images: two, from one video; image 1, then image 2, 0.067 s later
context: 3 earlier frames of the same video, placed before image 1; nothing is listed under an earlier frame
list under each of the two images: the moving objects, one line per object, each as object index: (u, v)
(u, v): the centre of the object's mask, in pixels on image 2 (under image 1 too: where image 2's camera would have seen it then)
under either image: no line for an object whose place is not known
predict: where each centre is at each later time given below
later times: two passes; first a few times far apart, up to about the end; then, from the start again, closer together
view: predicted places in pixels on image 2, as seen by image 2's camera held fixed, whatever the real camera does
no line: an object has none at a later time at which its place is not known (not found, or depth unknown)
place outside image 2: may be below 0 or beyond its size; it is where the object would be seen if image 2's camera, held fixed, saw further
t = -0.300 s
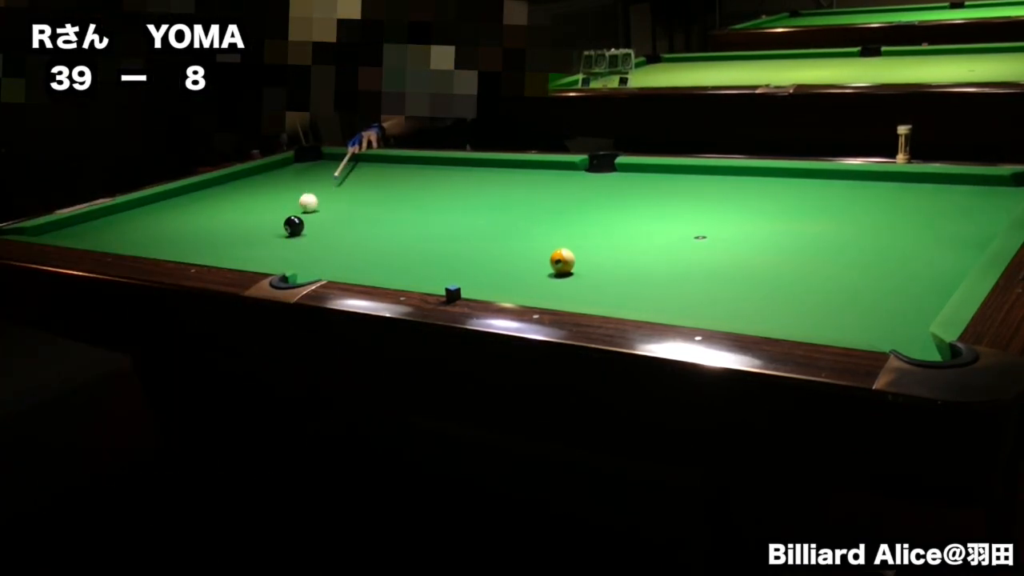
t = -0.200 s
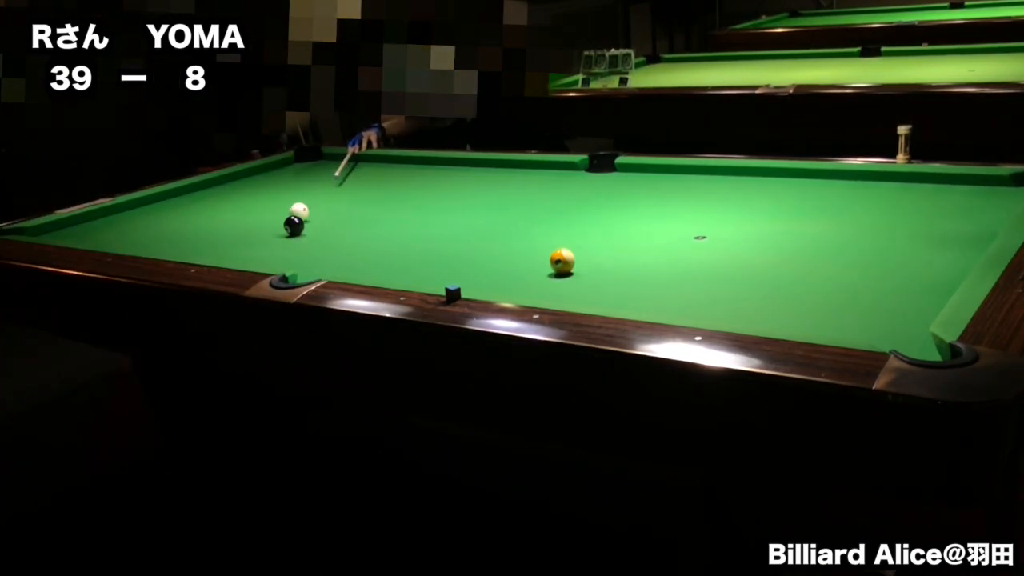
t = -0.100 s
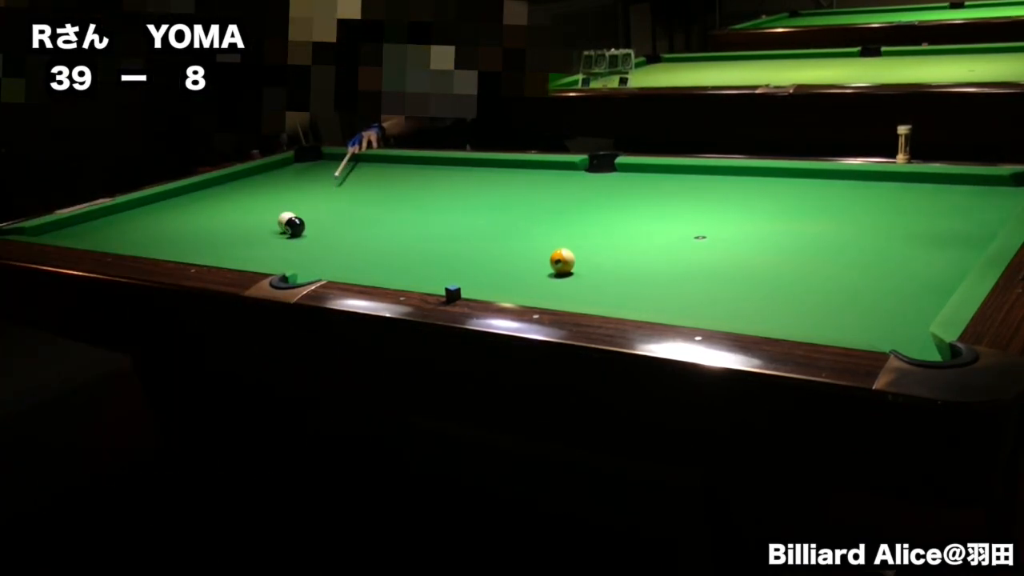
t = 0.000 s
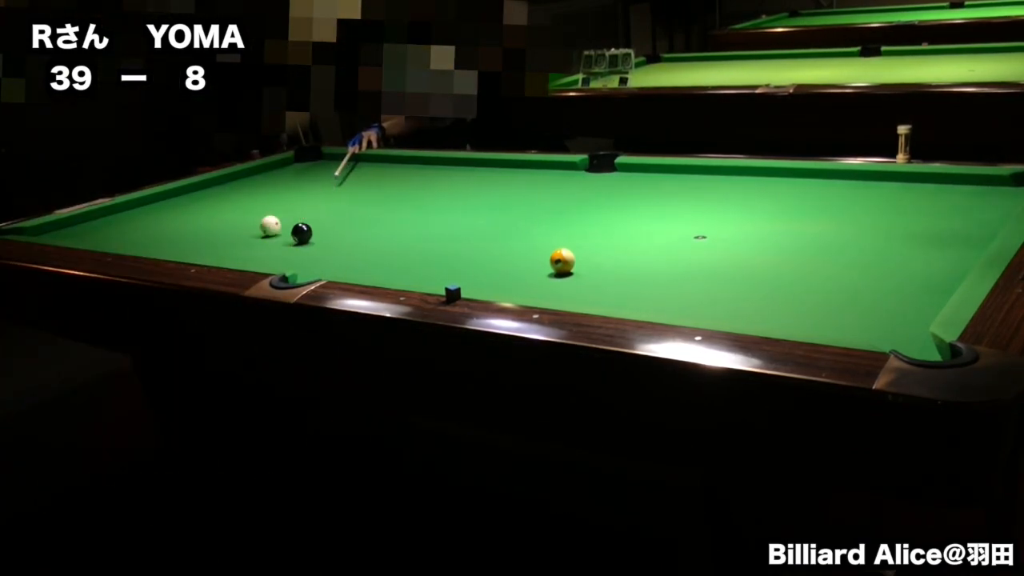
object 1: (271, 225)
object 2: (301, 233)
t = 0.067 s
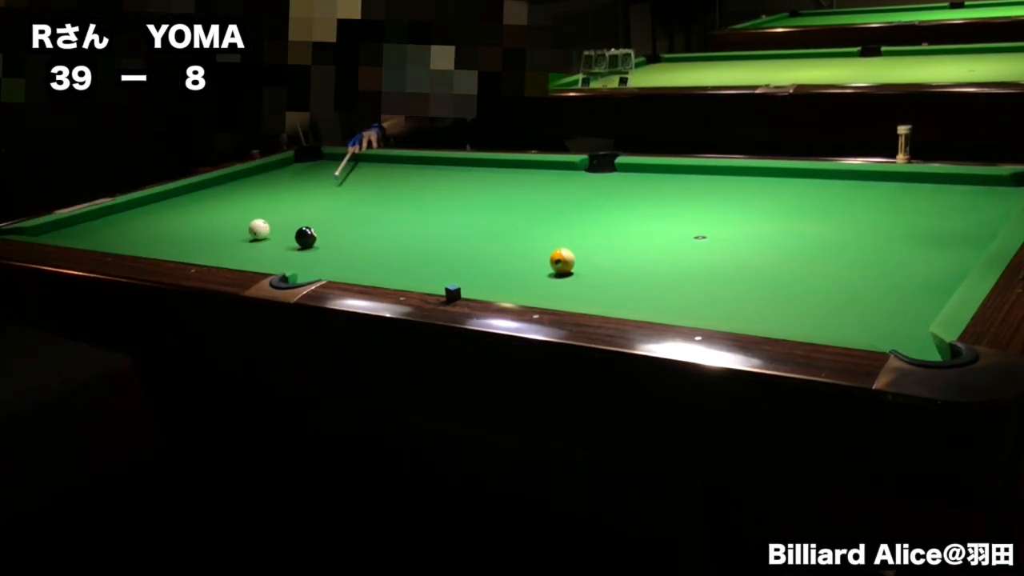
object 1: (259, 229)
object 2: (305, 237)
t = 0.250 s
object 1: (228, 238)
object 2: (316, 247)
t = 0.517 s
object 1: (181, 249)
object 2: (333, 264)
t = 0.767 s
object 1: (187, 246)
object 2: (354, 271)
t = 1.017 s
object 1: (202, 239)
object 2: (384, 268)
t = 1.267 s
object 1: (214, 232)
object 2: (411, 261)
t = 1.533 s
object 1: (227, 226)
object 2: (436, 255)
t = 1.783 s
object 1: (236, 220)
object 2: (458, 250)
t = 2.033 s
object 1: (245, 216)
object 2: (476, 245)
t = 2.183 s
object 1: (250, 213)
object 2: (486, 243)
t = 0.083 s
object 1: (256, 229)
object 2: (306, 238)
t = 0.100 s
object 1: (253, 230)
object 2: (307, 239)
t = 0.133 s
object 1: (248, 232)
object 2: (309, 241)
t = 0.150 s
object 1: (245, 233)
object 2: (310, 242)
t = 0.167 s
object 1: (242, 234)
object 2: (311, 243)
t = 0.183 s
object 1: (239, 234)
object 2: (312, 244)
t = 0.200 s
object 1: (236, 235)
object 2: (313, 244)
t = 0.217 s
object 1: (233, 236)
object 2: (314, 246)
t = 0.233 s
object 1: (230, 237)
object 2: (315, 247)
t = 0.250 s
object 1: (228, 238)
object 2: (316, 247)
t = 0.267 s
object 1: (225, 239)
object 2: (317, 249)
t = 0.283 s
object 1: (222, 240)
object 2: (318, 249)
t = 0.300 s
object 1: (219, 240)
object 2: (319, 251)
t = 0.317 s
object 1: (216, 241)
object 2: (320, 252)
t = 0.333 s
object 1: (213, 242)
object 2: (321, 252)
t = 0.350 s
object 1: (210, 243)
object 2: (322, 254)
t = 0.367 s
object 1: (207, 244)
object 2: (323, 255)
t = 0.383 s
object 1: (204, 245)
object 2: (324, 256)
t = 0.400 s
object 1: (201, 246)
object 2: (325, 257)
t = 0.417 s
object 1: (198, 246)
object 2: (326, 258)
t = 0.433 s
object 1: (195, 247)
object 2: (327, 259)
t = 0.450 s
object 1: (192, 247)
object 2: (329, 260)
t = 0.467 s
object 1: (189, 248)
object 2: (330, 261)
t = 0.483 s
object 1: (186, 248)
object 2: (331, 262)
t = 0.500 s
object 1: (184, 249)
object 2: (332, 263)
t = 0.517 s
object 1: (181, 249)
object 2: (333, 264)
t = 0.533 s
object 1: (178, 249)
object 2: (334, 265)
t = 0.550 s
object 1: (175, 250)
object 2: (335, 265)
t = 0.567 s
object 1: (174, 250)
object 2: (336, 266)
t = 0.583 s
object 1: (175, 249)
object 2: (337, 267)
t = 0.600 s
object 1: (176, 249)
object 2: (338, 267)
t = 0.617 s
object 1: (178, 249)
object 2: (339, 268)
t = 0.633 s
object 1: (179, 249)
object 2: (340, 269)
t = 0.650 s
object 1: (179, 248)
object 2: (341, 269)
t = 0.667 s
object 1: (180, 248)
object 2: (343, 270)
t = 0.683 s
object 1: (181, 248)
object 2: (344, 270)
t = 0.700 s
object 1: (183, 247)
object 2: (345, 271)
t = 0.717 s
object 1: (184, 247)
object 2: (347, 271)
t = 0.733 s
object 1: (185, 247)
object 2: (349, 271)
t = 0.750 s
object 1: (186, 246)
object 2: (352, 271)
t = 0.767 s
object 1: (187, 246)
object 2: (354, 271)
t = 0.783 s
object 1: (188, 246)
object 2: (356, 271)
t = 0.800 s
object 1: (189, 246)
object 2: (358, 270)
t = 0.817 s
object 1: (190, 245)
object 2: (360, 270)
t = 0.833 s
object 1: (191, 245)
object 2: (362, 270)
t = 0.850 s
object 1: (192, 244)
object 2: (364, 270)
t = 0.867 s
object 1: (193, 244)
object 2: (366, 270)
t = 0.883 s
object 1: (194, 243)
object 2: (368, 270)
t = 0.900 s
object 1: (195, 243)
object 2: (370, 269)
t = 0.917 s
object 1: (196, 242)
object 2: (372, 269)
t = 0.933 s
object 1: (197, 242)
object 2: (374, 269)
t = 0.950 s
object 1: (198, 241)
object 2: (376, 269)
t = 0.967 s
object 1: (199, 241)
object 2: (378, 269)
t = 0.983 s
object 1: (200, 240)
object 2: (380, 268)
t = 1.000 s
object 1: (201, 240)
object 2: (382, 268)
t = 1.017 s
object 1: (202, 239)
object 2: (384, 268)
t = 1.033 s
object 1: (203, 239)
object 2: (386, 267)
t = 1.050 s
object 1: (203, 238)
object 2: (388, 267)
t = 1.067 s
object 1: (204, 238)
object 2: (389, 267)
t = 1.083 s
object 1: (205, 237)
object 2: (391, 266)
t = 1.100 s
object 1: (206, 237)
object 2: (393, 266)
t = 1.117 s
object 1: (207, 236)
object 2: (395, 265)
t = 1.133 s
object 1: (208, 236)
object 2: (397, 265)
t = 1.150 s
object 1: (209, 236)
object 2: (399, 264)
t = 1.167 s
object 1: (210, 235)
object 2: (400, 264)
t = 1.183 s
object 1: (210, 235)
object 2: (402, 264)
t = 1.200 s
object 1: (211, 234)
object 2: (404, 263)
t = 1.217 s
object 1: (212, 234)
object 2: (406, 263)
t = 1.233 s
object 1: (213, 233)
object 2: (407, 262)
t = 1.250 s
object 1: (214, 233)
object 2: (409, 262)
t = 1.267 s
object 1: (214, 232)
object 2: (411, 261)
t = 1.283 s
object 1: (215, 232)
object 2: (413, 261)
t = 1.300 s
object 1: (216, 231)
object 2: (414, 261)
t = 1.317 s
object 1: (217, 231)
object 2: (416, 260)
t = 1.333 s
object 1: (218, 231)
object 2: (418, 260)
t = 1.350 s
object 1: (219, 230)
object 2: (419, 260)
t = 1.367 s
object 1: (219, 230)
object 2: (421, 259)
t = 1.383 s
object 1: (220, 230)
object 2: (422, 259)
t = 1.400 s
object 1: (221, 229)
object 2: (424, 258)
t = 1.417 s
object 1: (221, 229)
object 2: (426, 258)
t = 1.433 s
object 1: (222, 228)
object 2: (427, 257)
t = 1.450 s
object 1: (223, 228)
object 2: (429, 257)
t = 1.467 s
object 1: (224, 227)
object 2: (430, 257)
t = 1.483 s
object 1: (225, 227)
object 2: (432, 256)
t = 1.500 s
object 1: (225, 227)
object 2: (433, 256)
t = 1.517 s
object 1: (226, 226)
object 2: (435, 256)
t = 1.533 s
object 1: (227, 226)
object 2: (436, 255)
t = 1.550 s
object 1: (227, 225)
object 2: (438, 254)
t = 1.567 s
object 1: (228, 225)
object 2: (439, 255)
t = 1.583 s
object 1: (229, 225)
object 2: (441, 254)
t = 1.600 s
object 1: (229, 224)
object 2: (442, 254)
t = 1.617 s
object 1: (230, 224)
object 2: (444, 253)
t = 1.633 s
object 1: (230, 224)
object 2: (445, 253)
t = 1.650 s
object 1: (231, 224)
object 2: (447, 253)
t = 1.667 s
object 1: (232, 223)
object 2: (448, 252)
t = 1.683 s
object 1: (233, 223)
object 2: (449, 252)
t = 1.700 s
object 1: (233, 222)
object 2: (451, 252)
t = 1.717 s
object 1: (234, 222)
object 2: (452, 251)
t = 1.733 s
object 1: (235, 222)
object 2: (454, 251)
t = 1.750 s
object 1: (235, 221)
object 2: (455, 250)
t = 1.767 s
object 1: (236, 221)
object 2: (456, 250)
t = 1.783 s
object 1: (236, 220)
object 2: (458, 250)
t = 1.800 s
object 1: (237, 220)
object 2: (459, 249)
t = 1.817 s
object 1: (238, 220)
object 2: (460, 249)
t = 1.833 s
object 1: (238, 219)
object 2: (461, 249)
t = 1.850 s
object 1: (239, 219)
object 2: (463, 248)
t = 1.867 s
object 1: (240, 219)
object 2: (464, 248)
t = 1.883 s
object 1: (240, 218)
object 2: (465, 248)
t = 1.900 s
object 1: (241, 218)
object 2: (467, 248)
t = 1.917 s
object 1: (241, 218)
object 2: (468, 247)
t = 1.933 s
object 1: (242, 218)
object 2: (469, 247)
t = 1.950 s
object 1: (243, 217)
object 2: (470, 247)
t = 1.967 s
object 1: (243, 217)
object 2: (471, 246)
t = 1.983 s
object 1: (243, 217)
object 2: (473, 246)
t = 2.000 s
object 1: (244, 216)
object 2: (474, 246)
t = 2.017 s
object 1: (245, 216)
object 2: (475, 245)
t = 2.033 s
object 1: (245, 216)
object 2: (476, 245)
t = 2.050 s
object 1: (246, 215)
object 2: (477, 245)
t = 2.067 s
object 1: (247, 215)
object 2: (478, 244)
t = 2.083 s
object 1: (247, 215)
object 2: (480, 244)
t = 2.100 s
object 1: (248, 214)
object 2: (481, 244)
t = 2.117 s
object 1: (248, 214)
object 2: (482, 244)
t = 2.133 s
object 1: (249, 214)
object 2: (483, 243)
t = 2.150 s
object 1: (249, 214)
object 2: (484, 243)
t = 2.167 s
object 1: (250, 214)
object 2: (485, 243)
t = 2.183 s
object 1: (250, 213)
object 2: (486, 243)
